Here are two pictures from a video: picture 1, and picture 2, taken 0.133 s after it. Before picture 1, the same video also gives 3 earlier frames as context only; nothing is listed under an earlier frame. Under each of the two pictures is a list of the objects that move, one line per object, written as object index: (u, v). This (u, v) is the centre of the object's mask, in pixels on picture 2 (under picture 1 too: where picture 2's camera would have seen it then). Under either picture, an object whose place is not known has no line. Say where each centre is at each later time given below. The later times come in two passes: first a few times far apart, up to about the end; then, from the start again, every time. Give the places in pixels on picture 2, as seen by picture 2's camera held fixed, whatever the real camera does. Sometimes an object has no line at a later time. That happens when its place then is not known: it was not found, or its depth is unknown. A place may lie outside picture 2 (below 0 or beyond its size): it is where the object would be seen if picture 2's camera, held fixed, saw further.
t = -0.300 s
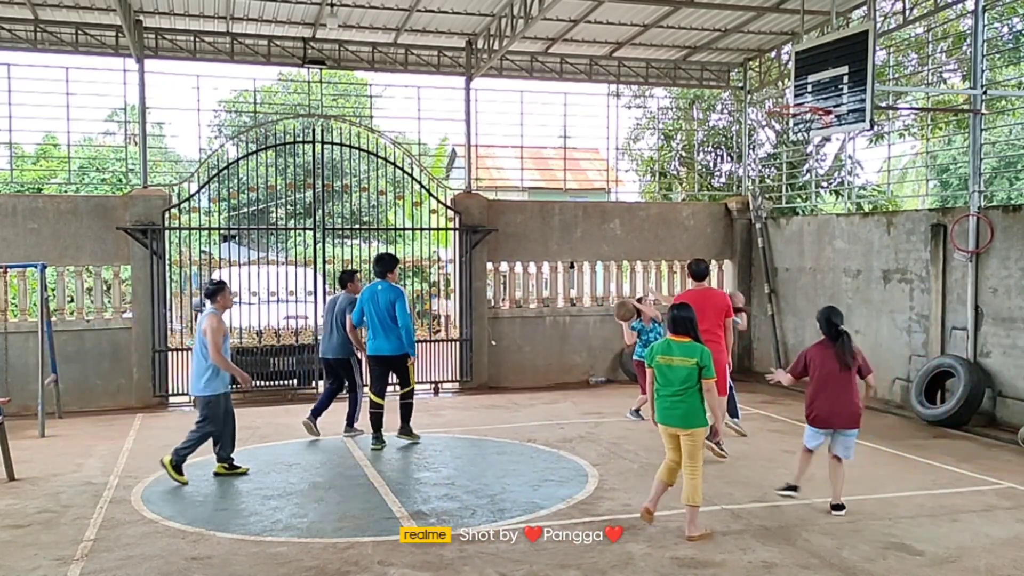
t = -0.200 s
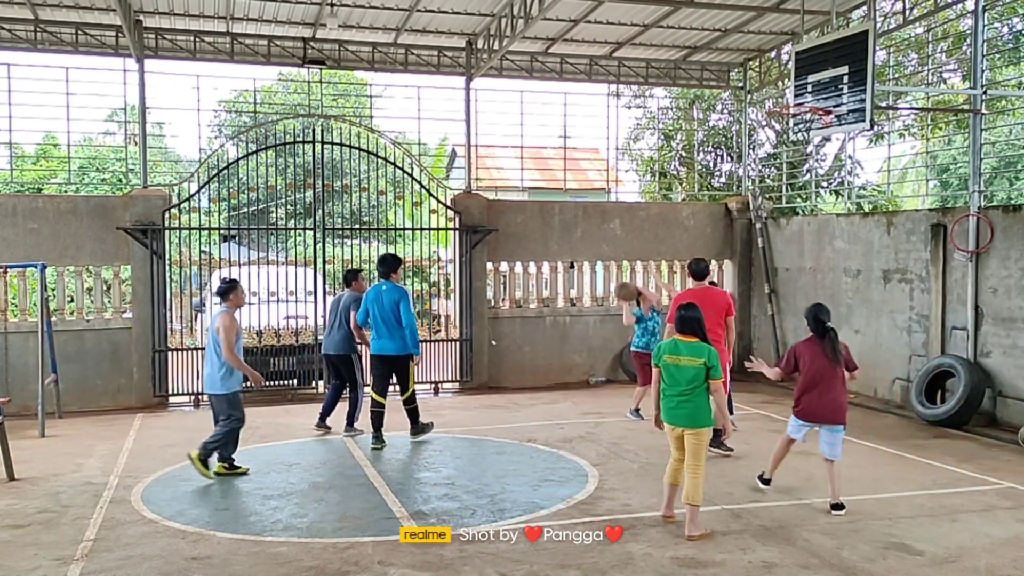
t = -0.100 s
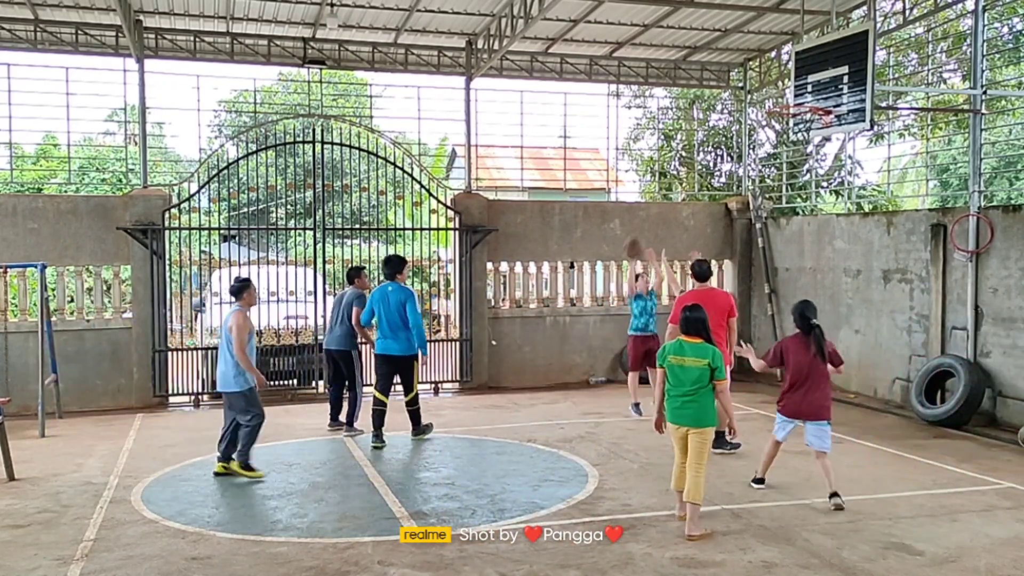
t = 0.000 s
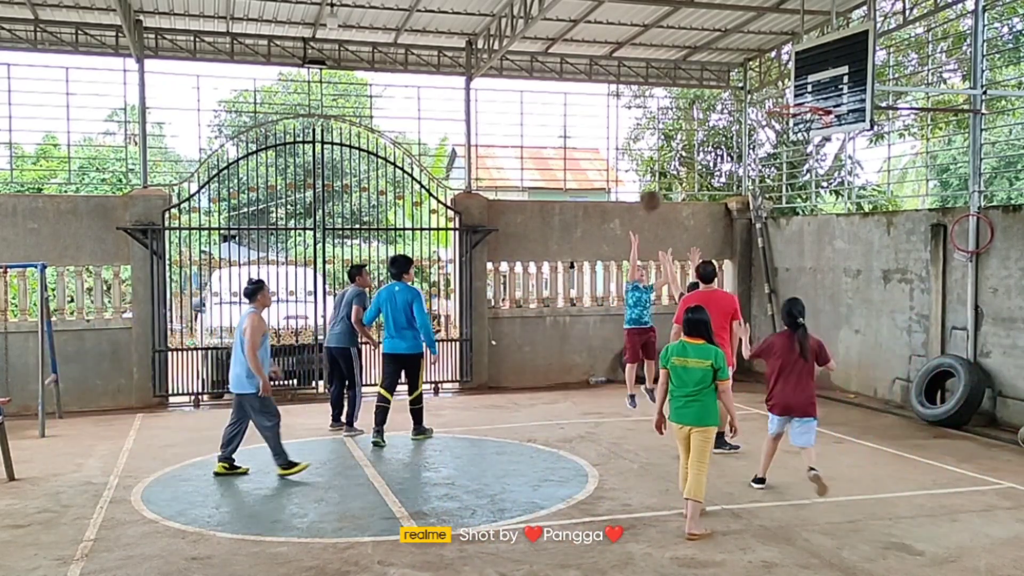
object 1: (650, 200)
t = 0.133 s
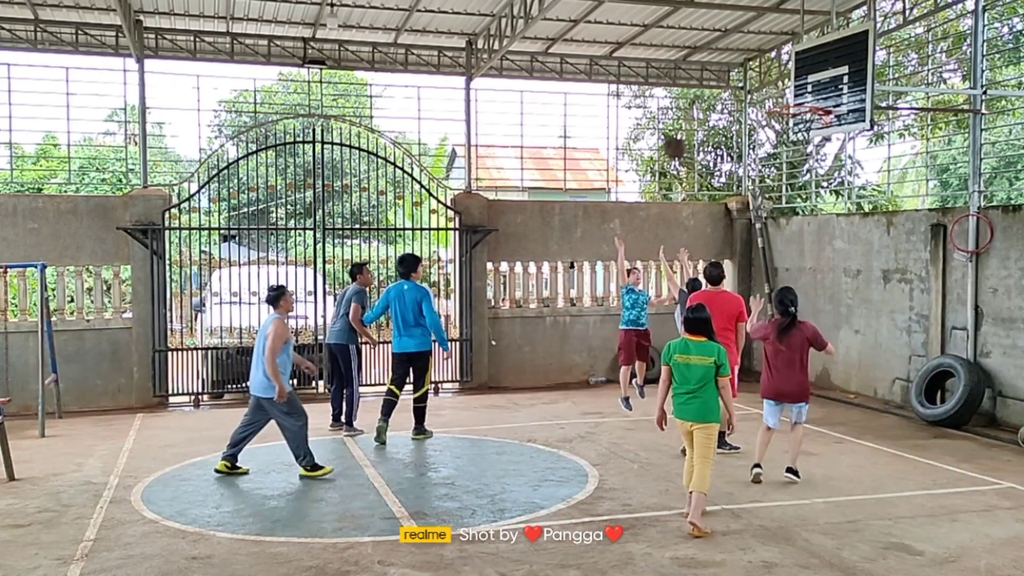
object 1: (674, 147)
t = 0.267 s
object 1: (699, 110)
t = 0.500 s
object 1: (748, 83)
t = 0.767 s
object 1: (802, 119)
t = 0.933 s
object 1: (798, 128)
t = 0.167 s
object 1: (681, 137)
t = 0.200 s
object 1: (687, 126)
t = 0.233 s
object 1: (693, 118)
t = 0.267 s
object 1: (699, 110)
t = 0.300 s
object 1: (706, 103)
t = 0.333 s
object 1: (712, 97)
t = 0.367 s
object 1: (720, 92)
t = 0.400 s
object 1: (727, 88)
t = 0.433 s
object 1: (734, 85)
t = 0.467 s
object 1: (741, 84)
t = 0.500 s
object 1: (748, 83)
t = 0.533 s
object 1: (755, 84)
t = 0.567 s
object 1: (762, 86)
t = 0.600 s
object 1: (770, 89)
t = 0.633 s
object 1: (777, 93)
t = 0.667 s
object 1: (785, 97)
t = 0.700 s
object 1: (792, 106)
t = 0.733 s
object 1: (797, 112)
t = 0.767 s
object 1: (802, 119)
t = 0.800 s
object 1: (806, 123)
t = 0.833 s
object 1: (806, 125)
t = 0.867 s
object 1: (804, 125)
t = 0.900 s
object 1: (801, 126)
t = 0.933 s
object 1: (798, 128)
